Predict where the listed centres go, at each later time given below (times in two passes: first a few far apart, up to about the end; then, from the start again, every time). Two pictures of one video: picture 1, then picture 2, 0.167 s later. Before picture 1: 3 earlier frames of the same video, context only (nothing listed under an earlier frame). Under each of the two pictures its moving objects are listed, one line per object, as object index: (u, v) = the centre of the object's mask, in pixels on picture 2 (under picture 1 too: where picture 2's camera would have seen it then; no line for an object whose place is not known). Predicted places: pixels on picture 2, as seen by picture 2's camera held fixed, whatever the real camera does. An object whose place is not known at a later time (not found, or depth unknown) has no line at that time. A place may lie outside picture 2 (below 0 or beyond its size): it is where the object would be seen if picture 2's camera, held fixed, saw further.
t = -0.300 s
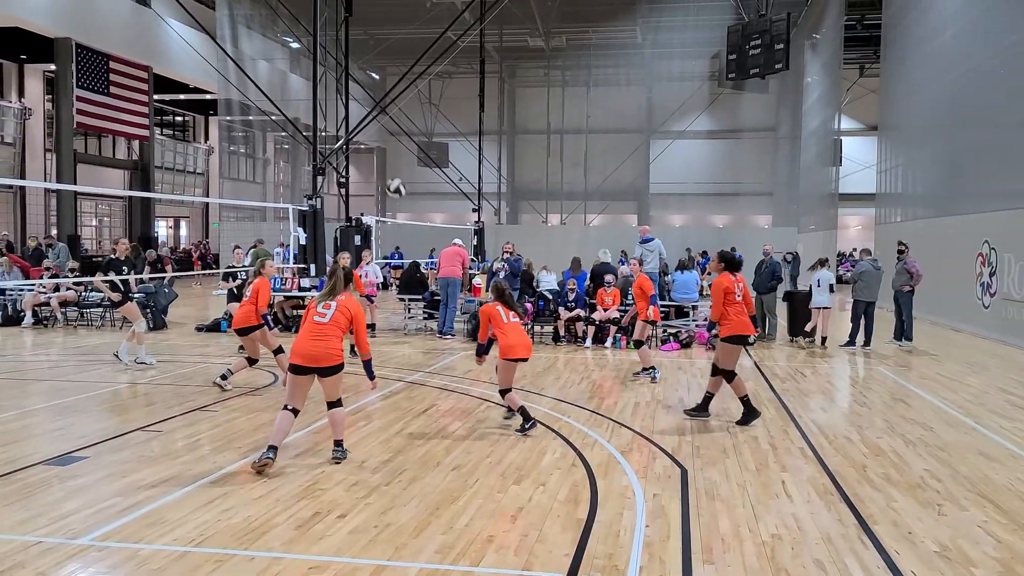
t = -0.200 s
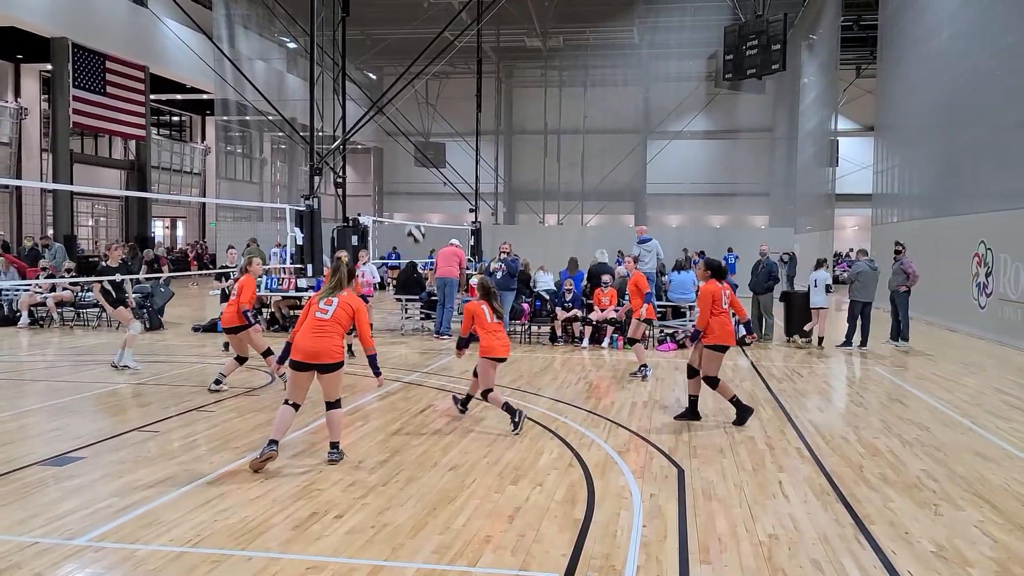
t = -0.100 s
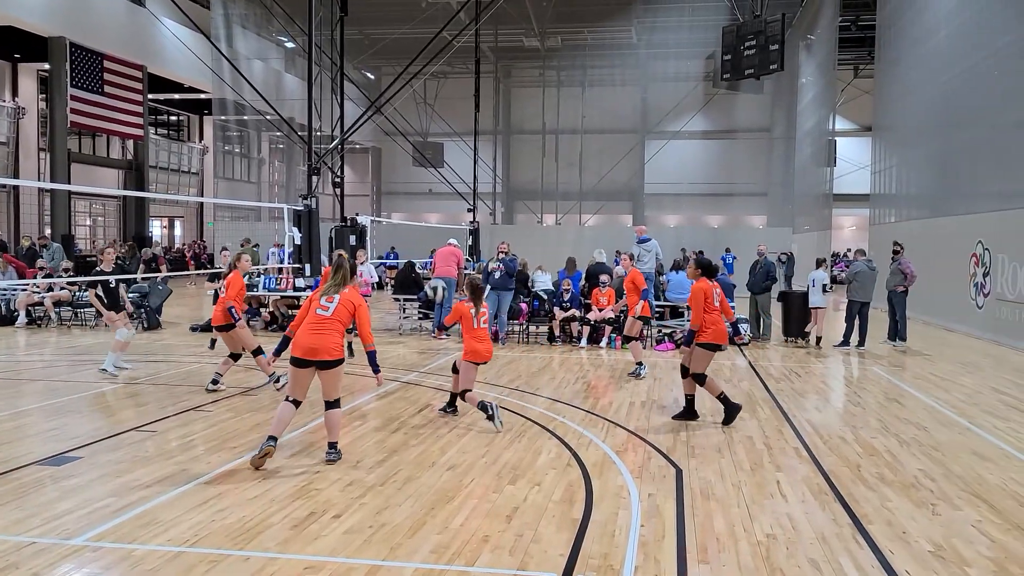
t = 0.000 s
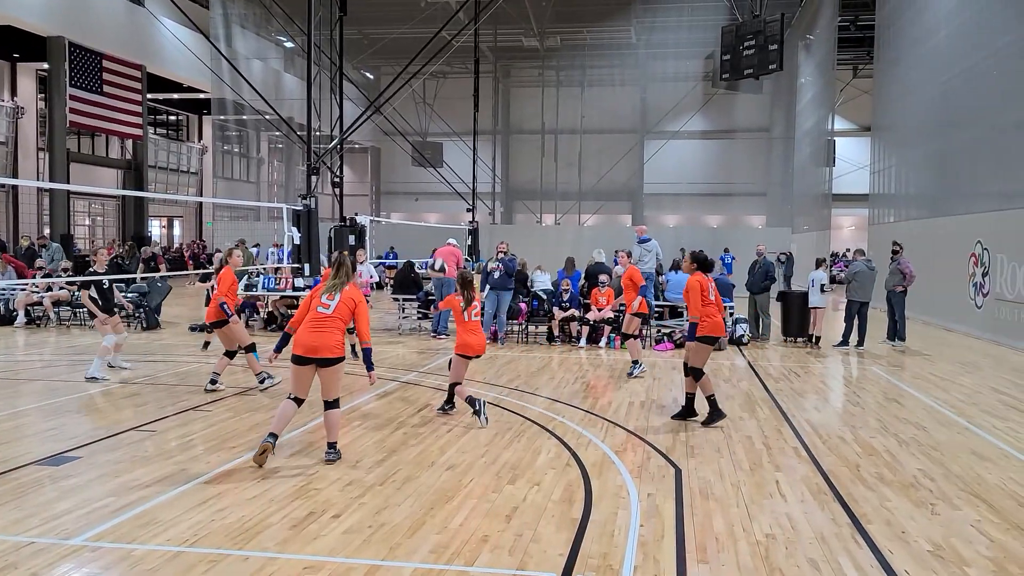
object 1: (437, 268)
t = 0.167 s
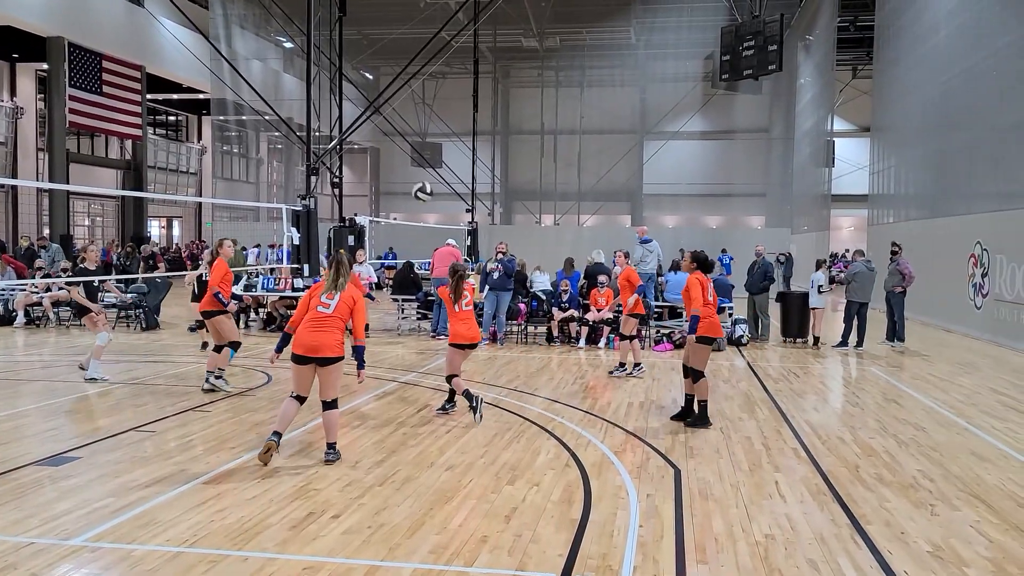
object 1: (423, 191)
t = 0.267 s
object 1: (414, 158)
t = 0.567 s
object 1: (389, 117)
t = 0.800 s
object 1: (369, 143)
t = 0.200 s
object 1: (420, 179)
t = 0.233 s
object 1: (417, 168)
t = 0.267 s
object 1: (414, 158)
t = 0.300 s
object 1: (412, 150)
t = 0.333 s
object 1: (409, 141)
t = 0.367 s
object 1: (405, 135)
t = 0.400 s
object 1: (403, 130)
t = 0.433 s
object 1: (400, 125)
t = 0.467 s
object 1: (397, 121)
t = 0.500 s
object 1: (394, 119)
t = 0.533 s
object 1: (392, 117)
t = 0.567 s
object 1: (389, 117)
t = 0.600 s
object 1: (386, 117)
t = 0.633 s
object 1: (383, 119)
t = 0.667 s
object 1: (381, 121)
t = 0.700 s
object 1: (378, 125)
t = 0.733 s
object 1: (375, 131)
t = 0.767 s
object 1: (373, 136)
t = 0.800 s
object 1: (369, 143)
